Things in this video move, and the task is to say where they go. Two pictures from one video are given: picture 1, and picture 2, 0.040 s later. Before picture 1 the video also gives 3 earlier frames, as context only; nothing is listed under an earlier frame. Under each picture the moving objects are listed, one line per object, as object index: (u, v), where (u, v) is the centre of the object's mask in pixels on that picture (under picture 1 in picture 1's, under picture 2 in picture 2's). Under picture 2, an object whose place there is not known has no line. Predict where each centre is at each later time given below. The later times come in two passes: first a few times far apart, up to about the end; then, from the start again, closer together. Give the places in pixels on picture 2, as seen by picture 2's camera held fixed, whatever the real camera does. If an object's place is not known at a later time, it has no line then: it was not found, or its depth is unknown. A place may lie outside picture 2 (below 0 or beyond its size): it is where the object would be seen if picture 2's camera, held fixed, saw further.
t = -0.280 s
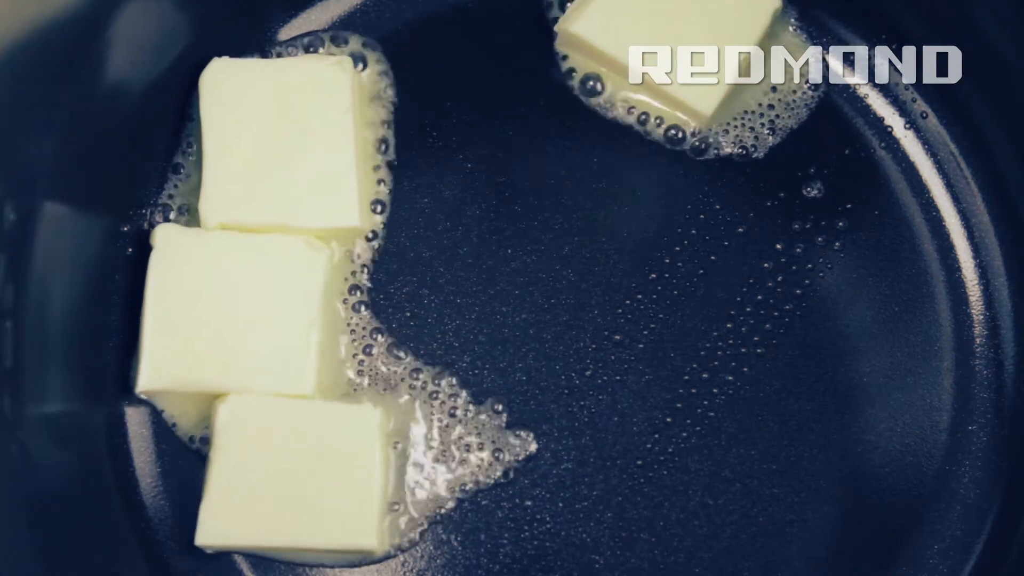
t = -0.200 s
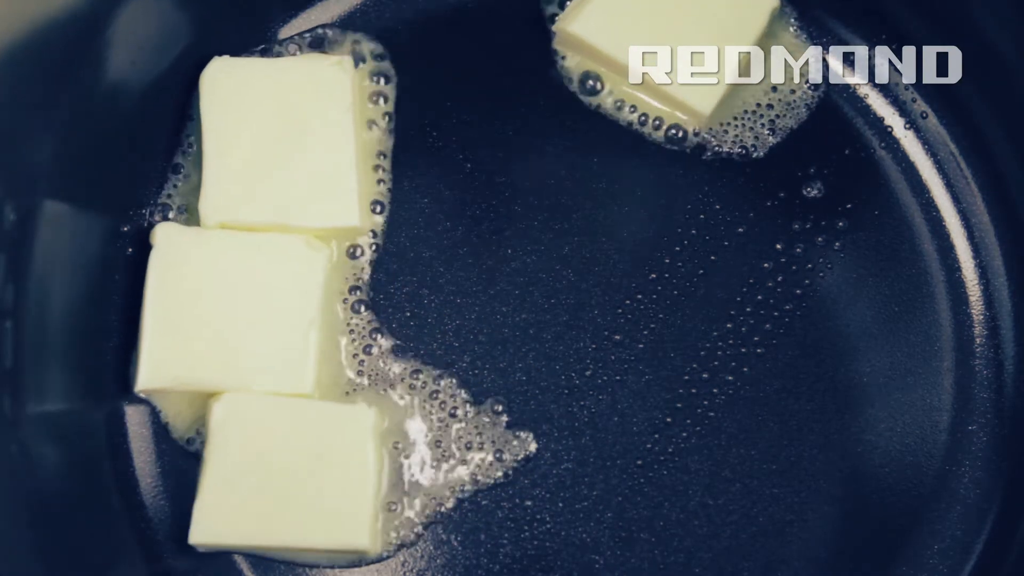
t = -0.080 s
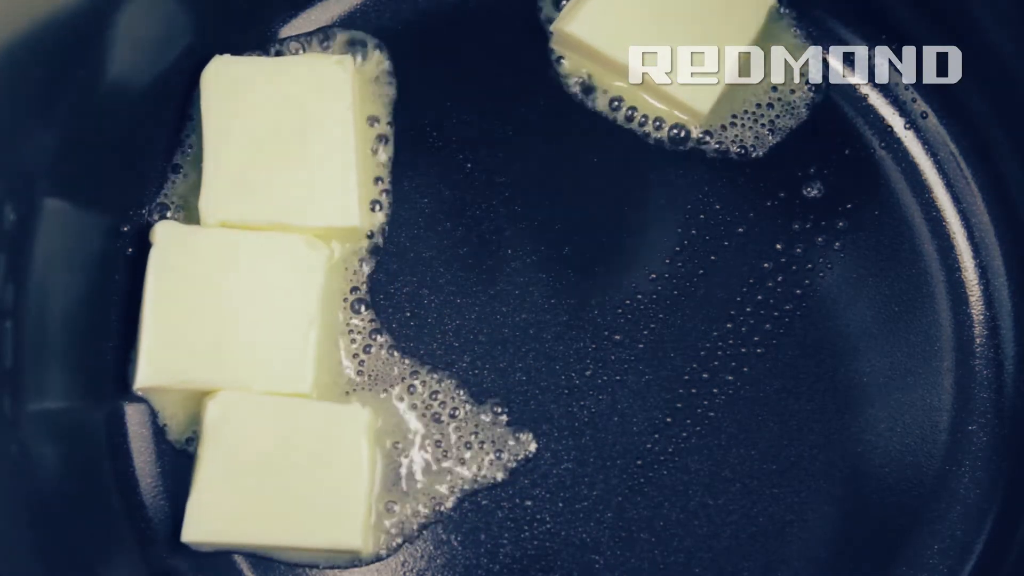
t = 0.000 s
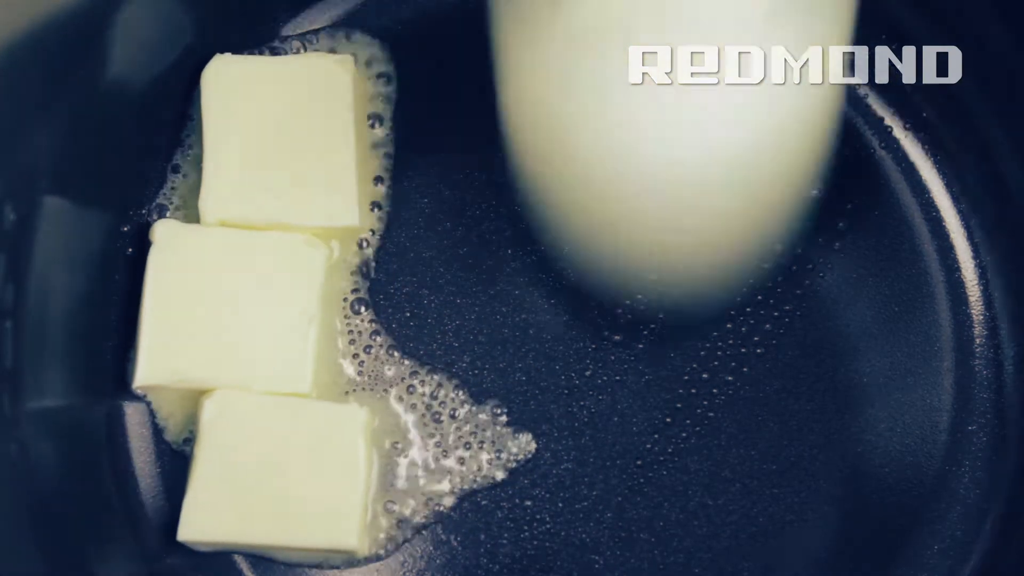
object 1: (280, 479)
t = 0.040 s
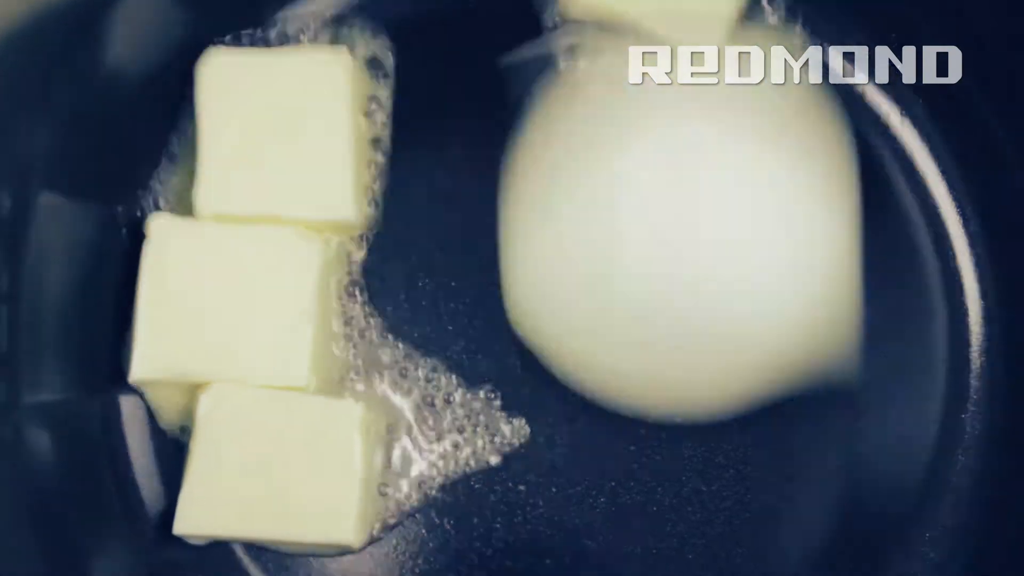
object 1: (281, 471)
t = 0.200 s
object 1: (272, 464)
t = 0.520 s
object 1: (200, 435)
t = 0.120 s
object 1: (276, 464)
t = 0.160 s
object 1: (276, 466)
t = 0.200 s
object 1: (272, 464)
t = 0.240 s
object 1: (277, 462)
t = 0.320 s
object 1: (270, 464)
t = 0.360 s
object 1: (272, 463)
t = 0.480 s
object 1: (222, 446)
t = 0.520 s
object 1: (200, 435)
